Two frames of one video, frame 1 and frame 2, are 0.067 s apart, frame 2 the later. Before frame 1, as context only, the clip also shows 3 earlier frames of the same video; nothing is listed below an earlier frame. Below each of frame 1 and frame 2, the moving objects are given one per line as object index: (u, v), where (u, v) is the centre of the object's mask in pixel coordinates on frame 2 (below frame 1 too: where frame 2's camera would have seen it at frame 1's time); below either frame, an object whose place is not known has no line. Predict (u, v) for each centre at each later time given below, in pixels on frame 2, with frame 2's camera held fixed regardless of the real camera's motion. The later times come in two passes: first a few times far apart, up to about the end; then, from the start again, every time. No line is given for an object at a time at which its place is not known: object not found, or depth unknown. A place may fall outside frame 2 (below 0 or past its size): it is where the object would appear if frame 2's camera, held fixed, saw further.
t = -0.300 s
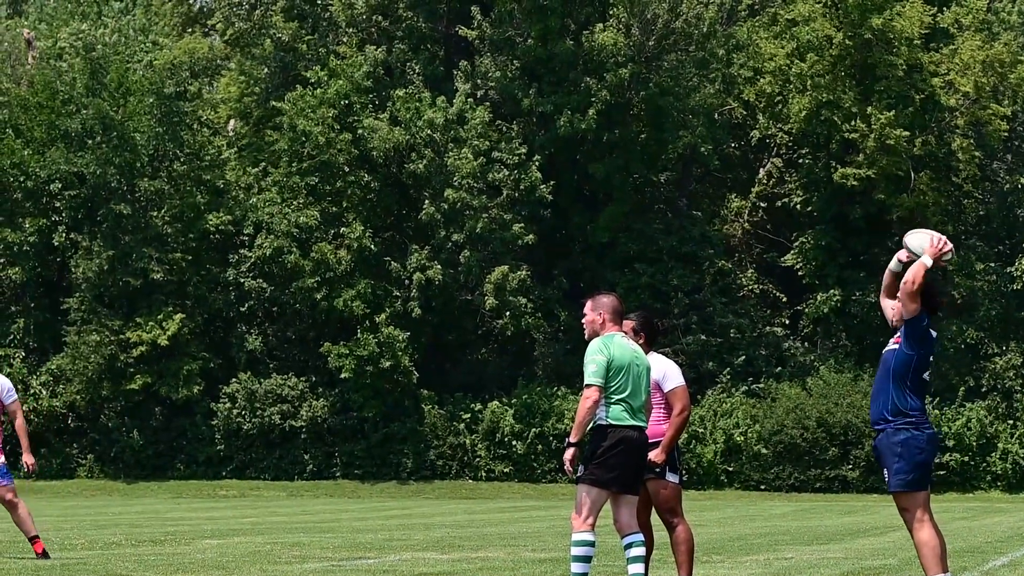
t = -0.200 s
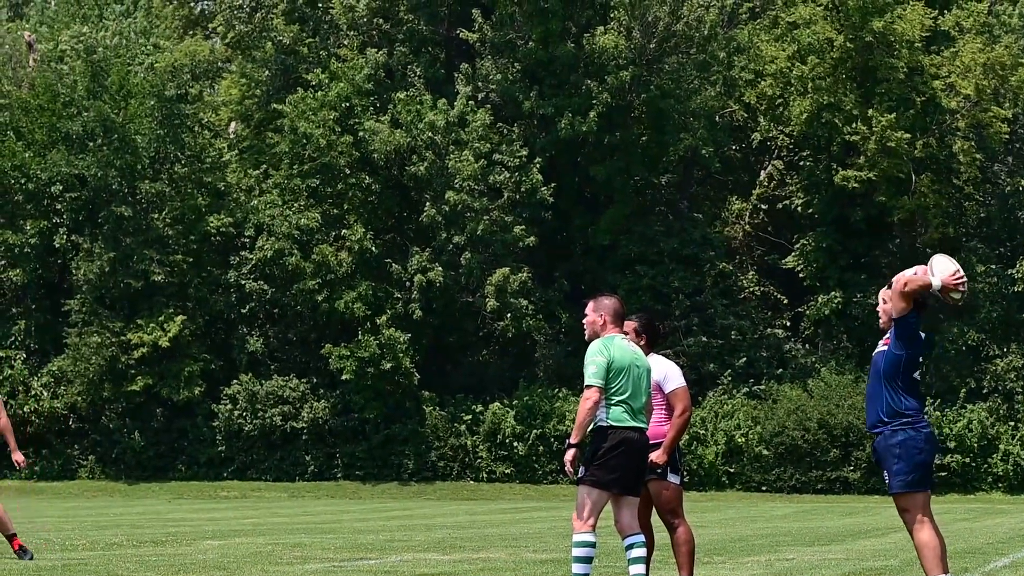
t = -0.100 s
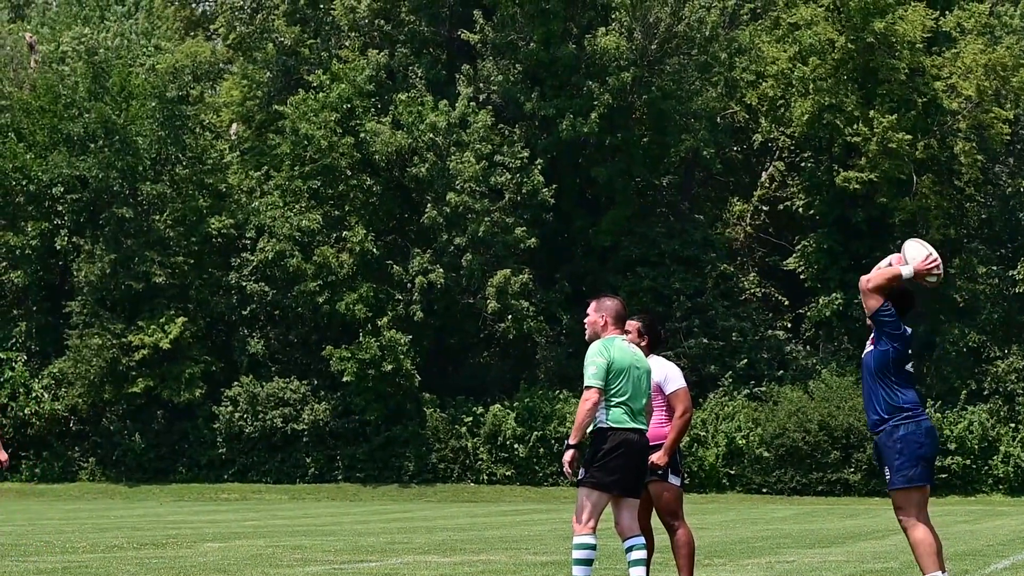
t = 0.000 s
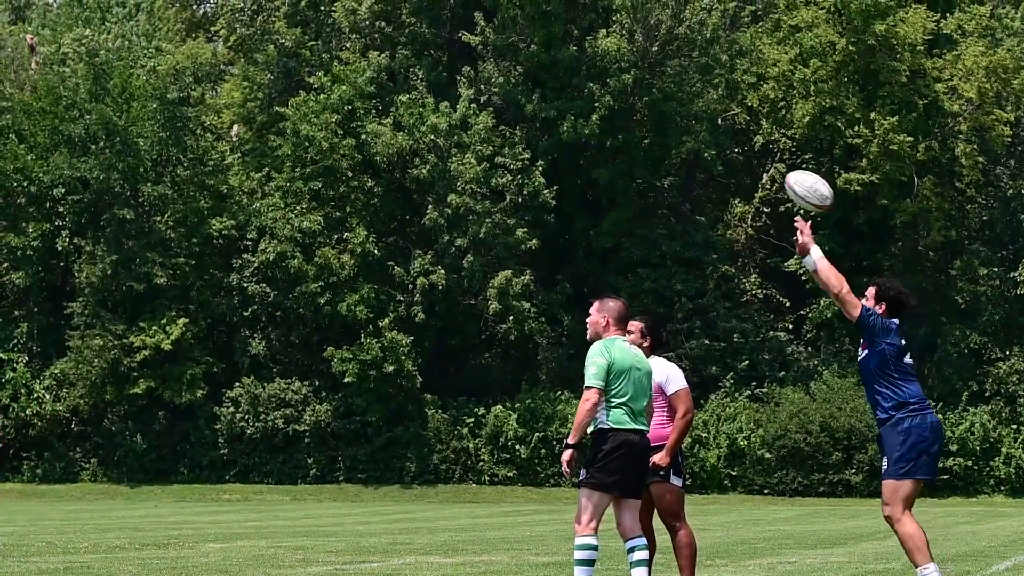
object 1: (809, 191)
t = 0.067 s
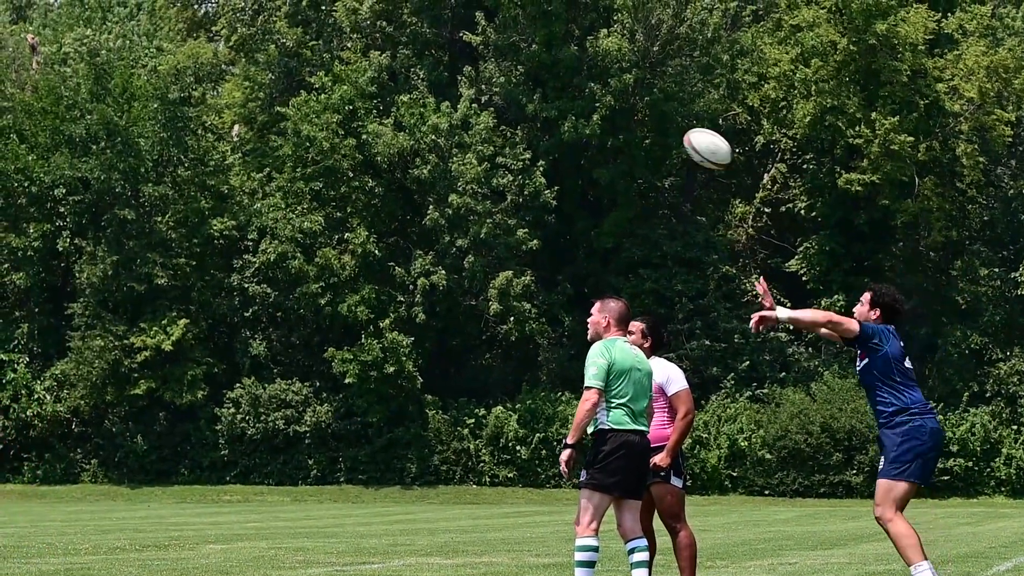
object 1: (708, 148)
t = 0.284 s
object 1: (388, 62)
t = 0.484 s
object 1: (103, 61)
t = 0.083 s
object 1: (682, 139)
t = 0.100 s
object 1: (657, 130)
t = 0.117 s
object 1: (633, 121)
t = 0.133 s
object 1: (607, 112)
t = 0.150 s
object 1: (583, 104)
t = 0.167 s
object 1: (559, 97)
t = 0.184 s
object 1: (534, 91)
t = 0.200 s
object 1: (509, 84)
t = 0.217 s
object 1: (485, 78)
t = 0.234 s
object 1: (461, 73)
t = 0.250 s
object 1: (437, 69)
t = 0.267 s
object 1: (412, 65)
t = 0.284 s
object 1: (388, 62)
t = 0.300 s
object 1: (363, 59)
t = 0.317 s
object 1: (339, 56)
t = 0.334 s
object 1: (315, 55)
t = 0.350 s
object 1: (292, 54)
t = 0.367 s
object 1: (269, 51)
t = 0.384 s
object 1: (245, 51)
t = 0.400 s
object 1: (221, 52)
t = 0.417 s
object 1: (198, 54)
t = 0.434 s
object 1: (174, 55)
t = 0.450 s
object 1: (150, 57)
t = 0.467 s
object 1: (126, 59)
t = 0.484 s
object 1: (103, 61)
